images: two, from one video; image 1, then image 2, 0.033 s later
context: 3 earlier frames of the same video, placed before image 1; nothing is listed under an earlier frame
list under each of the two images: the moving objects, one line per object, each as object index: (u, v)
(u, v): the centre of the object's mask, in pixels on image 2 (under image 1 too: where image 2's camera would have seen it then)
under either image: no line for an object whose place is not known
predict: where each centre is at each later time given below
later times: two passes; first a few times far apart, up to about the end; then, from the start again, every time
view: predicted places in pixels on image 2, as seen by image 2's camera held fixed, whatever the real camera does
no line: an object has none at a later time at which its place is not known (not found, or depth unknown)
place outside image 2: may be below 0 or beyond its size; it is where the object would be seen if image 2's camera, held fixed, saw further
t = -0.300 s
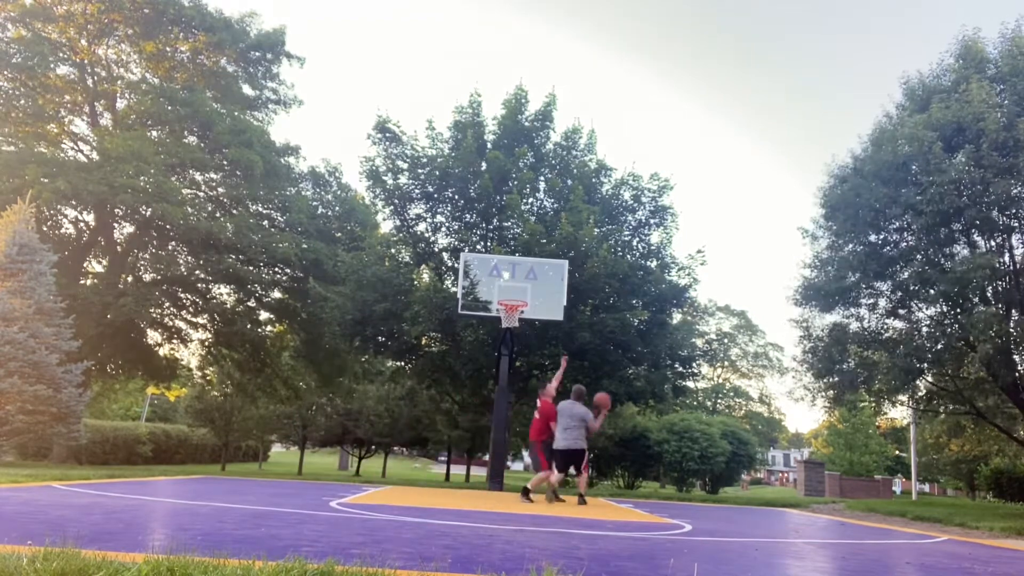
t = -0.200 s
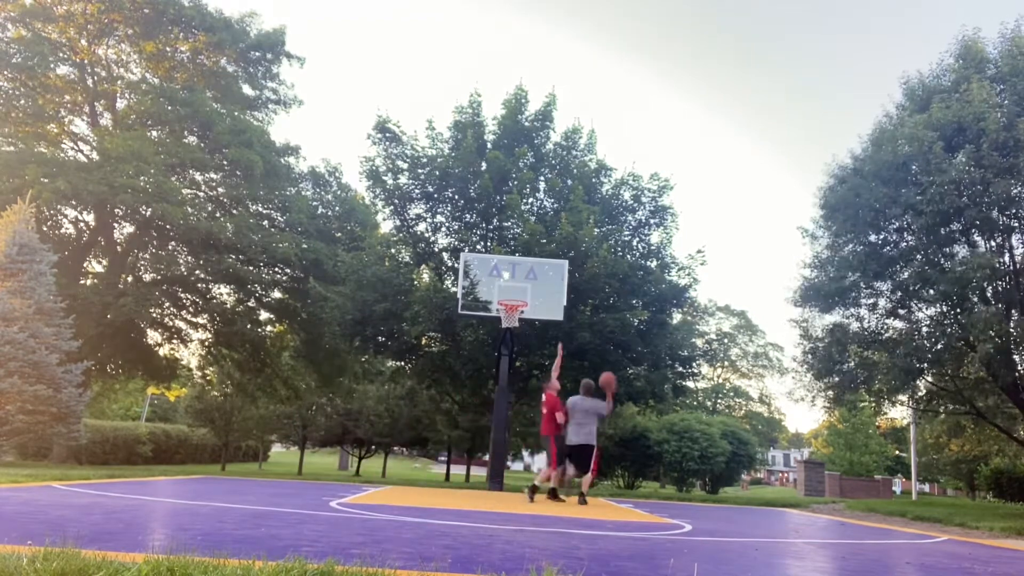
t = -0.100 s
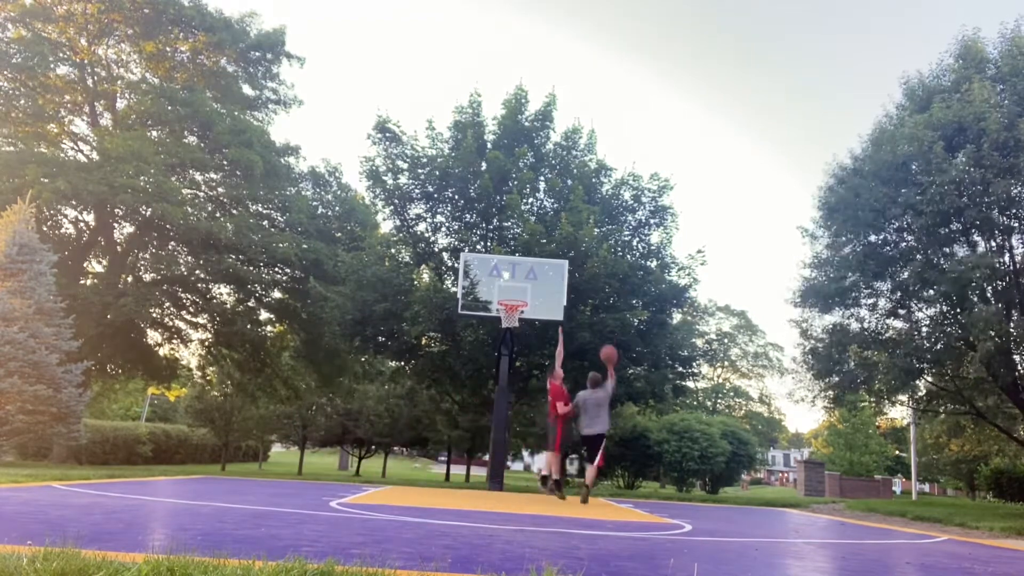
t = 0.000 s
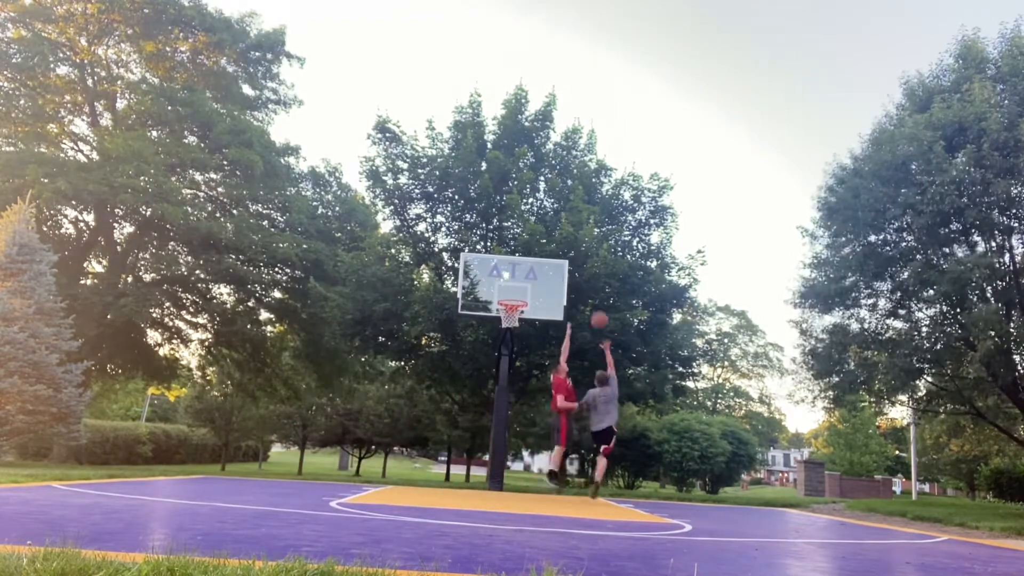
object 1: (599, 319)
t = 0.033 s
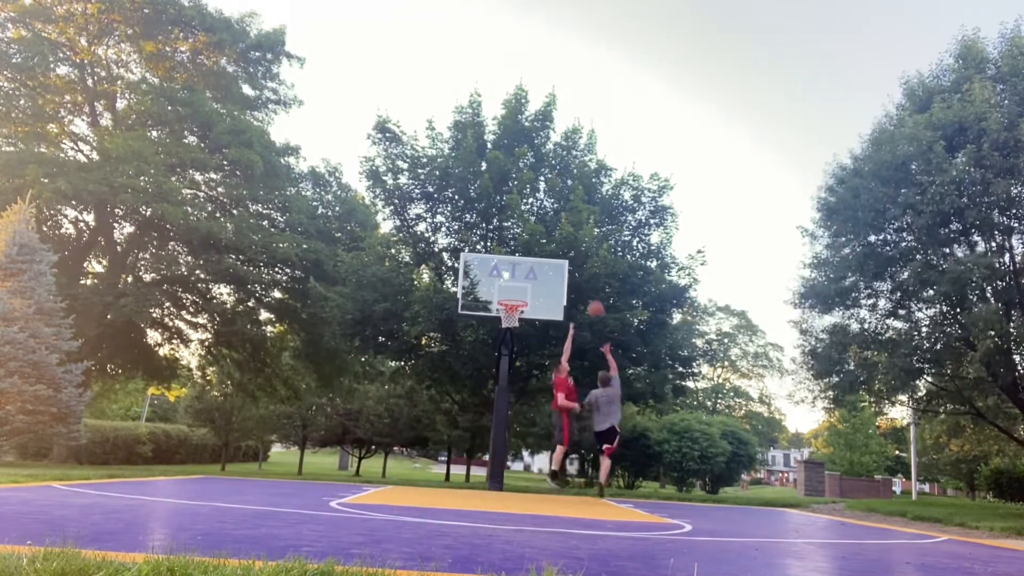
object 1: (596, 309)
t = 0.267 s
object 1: (571, 264)
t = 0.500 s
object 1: (546, 254)
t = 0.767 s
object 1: (517, 281)
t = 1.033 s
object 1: (513, 307)
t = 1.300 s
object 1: (502, 331)
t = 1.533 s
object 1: (497, 371)
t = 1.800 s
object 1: (490, 461)
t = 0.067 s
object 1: (592, 300)
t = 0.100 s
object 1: (589, 292)
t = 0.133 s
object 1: (585, 285)
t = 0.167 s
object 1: (581, 277)
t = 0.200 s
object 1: (579, 273)
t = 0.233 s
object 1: (575, 268)
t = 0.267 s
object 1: (571, 264)
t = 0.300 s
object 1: (567, 261)
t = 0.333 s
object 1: (563, 257)
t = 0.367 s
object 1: (560, 255)
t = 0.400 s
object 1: (556, 254)
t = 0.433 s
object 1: (553, 254)
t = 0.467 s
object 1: (549, 253)
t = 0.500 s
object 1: (546, 254)
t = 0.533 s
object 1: (542, 255)
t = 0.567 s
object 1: (538, 257)
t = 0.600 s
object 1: (535, 260)
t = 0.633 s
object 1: (531, 263)
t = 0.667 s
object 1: (527, 267)
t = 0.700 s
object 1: (524, 271)
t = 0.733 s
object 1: (520, 276)
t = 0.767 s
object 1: (517, 281)
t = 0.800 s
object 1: (513, 288)
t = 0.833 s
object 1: (509, 294)
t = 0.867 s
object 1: (508, 298)
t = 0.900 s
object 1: (514, 301)
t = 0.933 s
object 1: (518, 302)
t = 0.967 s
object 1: (517, 304)
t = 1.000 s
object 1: (517, 307)
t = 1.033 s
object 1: (513, 307)
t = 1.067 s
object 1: (513, 309)
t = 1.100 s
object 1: (504, 319)
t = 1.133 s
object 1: (501, 321)
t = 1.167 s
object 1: (500, 321)
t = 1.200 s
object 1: (500, 323)
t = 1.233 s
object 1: (502, 327)
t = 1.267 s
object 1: (502, 329)
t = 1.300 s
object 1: (502, 331)
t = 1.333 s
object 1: (502, 334)
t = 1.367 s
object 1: (502, 338)
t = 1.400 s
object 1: (500, 344)
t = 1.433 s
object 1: (499, 350)
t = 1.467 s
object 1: (499, 356)
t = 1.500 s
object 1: (499, 363)
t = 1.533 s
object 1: (497, 371)
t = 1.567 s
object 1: (496, 380)
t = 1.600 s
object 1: (496, 390)
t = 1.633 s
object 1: (495, 400)
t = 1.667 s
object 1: (494, 410)
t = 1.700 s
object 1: (493, 421)
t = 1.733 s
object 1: (492, 434)
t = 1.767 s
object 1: (491, 447)
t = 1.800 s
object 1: (490, 461)
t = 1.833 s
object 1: (489, 474)
